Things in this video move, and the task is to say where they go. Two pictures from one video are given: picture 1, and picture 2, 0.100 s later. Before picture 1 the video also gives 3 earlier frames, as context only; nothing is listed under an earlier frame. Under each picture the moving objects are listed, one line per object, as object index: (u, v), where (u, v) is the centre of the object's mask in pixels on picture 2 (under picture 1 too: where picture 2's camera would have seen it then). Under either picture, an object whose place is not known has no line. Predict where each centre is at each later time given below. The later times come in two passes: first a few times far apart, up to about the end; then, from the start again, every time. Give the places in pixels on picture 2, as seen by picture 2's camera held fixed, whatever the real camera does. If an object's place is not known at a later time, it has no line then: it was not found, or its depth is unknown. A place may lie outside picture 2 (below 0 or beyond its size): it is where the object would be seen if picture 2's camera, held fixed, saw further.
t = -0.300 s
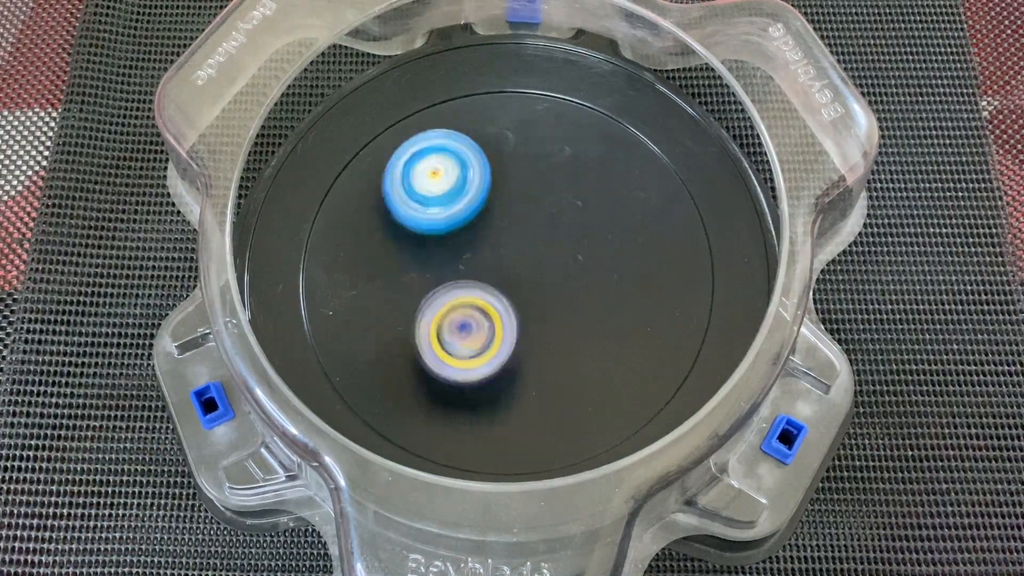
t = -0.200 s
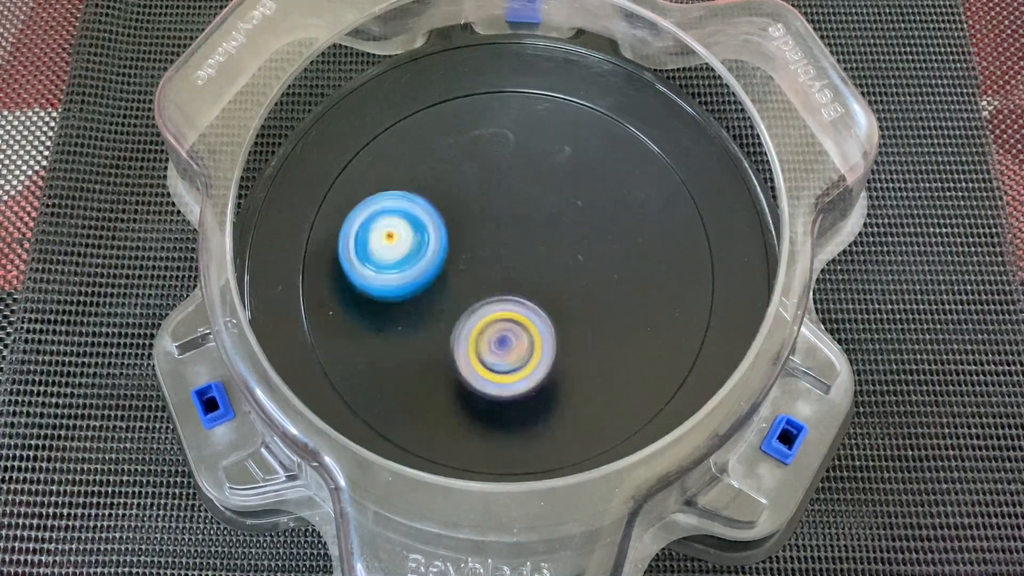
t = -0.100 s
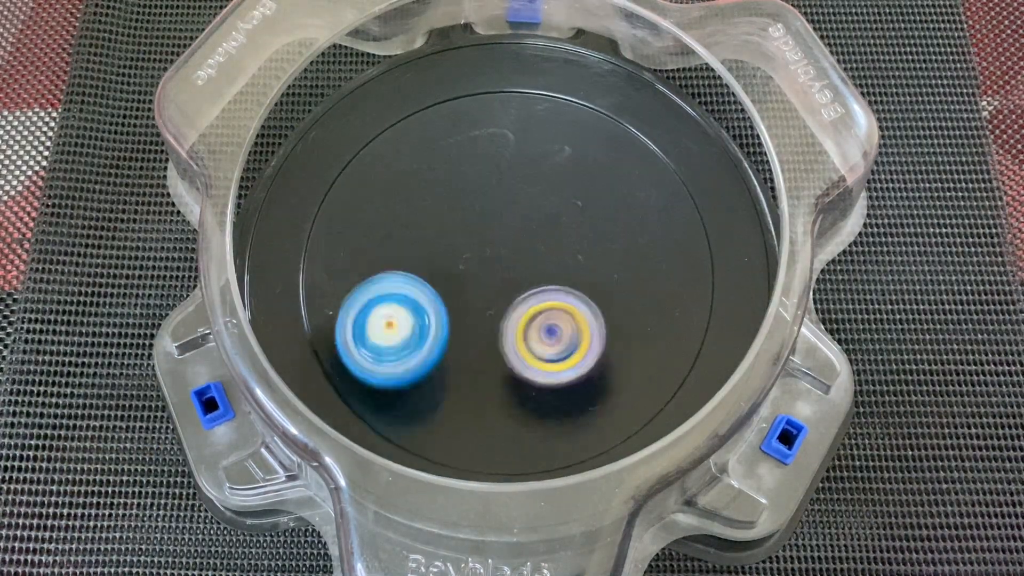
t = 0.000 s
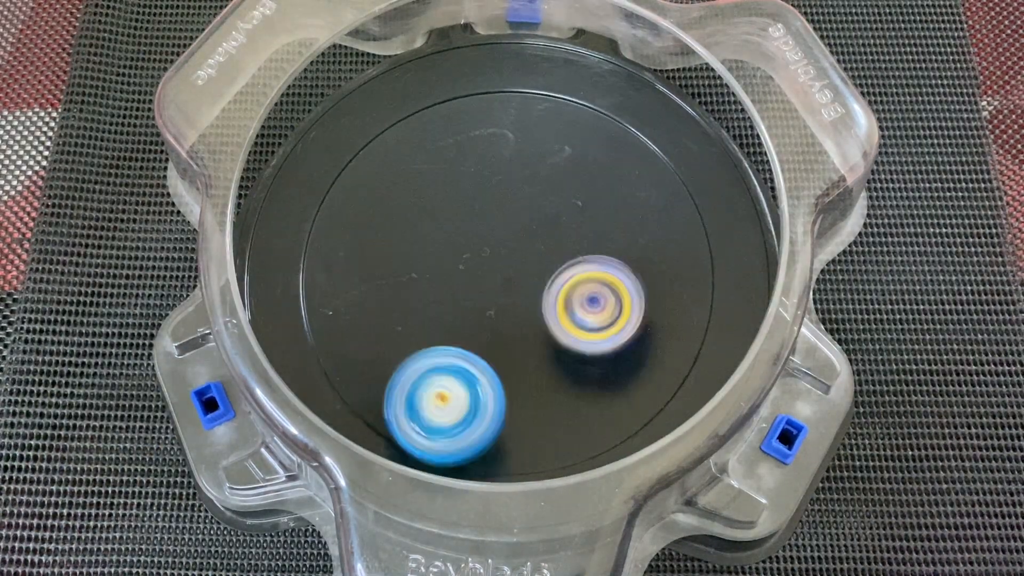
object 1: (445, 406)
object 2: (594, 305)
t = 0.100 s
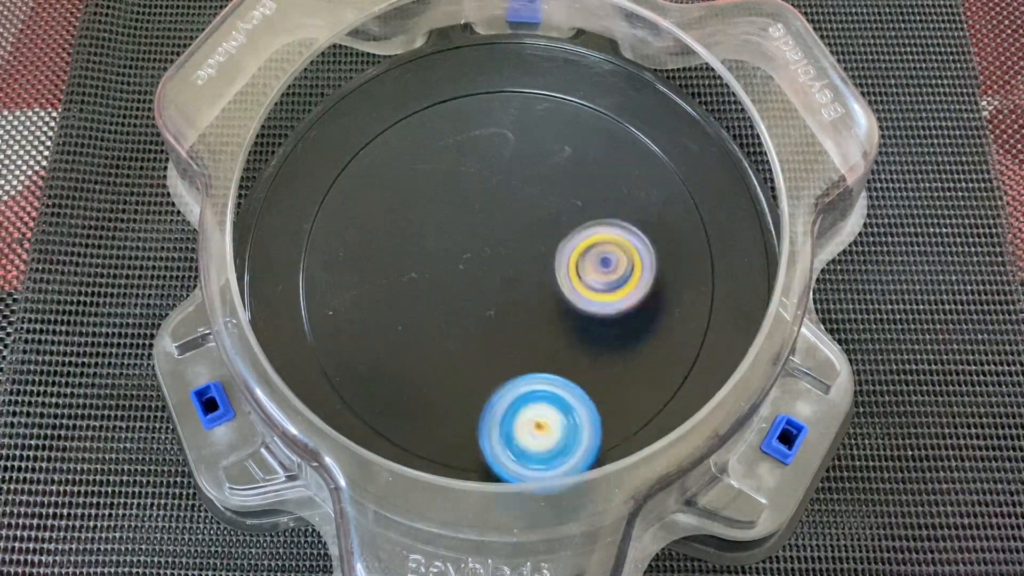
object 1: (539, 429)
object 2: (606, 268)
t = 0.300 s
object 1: (688, 320)
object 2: (550, 217)
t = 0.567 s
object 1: (536, 128)
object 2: (456, 263)
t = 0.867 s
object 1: (314, 318)
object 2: (503, 337)
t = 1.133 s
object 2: (563, 289)
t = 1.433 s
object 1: (677, 322)
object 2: (405, 58)
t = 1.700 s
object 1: (528, 231)
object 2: (320, 350)
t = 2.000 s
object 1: (402, 313)
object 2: (715, 333)
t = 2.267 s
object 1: (528, 354)
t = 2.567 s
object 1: (533, 249)
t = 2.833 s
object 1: (417, 234)
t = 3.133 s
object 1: (460, 319)
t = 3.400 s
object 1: (502, 253)
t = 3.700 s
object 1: (439, 219)
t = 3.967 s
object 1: (485, 281)
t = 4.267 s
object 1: (520, 264)
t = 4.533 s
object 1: (466, 309)
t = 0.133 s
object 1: (573, 424)
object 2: (603, 257)
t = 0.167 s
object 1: (605, 413)
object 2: (596, 245)
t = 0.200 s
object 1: (634, 397)
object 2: (588, 234)
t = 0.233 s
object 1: (658, 377)
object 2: (575, 225)
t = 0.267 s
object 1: (677, 350)
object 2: (564, 220)
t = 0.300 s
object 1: (688, 320)
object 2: (550, 217)
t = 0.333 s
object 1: (692, 290)
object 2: (535, 216)
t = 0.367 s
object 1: (689, 257)
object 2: (517, 216)
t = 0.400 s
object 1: (677, 225)
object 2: (500, 220)
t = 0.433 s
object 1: (659, 197)
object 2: (486, 227)
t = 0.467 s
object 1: (635, 173)
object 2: (474, 235)
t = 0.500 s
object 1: (605, 152)
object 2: (465, 246)
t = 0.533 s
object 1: (572, 138)
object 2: (459, 256)
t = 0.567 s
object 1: (536, 128)
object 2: (456, 263)
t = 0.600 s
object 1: (498, 122)
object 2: (455, 272)
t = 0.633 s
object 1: (459, 124)
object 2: (458, 282)
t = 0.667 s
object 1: (421, 132)
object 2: (461, 292)
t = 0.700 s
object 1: (385, 145)
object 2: (466, 299)
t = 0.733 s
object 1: (351, 165)
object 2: (471, 308)
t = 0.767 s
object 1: (320, 191)
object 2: (477, 317)
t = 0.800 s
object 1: (308, 226)
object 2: (484, 327)
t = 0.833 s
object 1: (308, 270)
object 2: (494, 334)
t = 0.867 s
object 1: (314, 318)
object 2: (503, 337)
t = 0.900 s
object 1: (332, 359)
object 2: (511, 337)
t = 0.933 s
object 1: (364, 395)
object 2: (518, 335)
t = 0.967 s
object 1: (397, 437)
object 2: (526, 332)
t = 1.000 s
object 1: (438, 467)
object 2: (535, 328)
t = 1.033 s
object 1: (483, 489)
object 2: (544, 322)
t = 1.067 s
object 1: (528, 504)
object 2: (553, 314)
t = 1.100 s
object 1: (571, 504)
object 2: (560, 302)
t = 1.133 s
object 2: (563, 289)
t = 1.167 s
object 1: (600, 432)
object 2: (564, 276)
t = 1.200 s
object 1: (608, 396)
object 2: (561, 262)
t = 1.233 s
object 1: (612, 358)
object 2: (555, 250)
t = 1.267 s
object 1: (616, 327)
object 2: (546, 234)
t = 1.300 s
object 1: (640, 333)
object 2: (515, 181)
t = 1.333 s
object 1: (658, 336)
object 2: (487, 135)
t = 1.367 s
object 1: (669, 334)
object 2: (459, 89)
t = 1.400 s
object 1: (675, 330)
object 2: (427, 46)
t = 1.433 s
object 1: (677, 322)
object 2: (405, 58)
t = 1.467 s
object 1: (671, 309)
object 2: (387, 86)
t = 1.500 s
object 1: (661, 295)
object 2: (371, 126)
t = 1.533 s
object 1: (647, 281)
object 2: (355, 156)
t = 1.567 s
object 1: (628, 264)
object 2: (338, 184)
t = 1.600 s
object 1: (606, 250)
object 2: (324, 223)
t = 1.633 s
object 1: (581, 240)
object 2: (315, 269)
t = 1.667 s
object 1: (555, 233)
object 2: (313, 307)
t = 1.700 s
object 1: (528, 231)
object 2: (320, 350)
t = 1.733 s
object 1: (503, 232)
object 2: (332, 392)
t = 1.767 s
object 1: (478, 236)
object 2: (363, 428)
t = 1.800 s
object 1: (455, 243)
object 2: (409, 446)
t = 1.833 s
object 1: (437, 252)
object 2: (466, 457)
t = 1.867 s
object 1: (422, 262)
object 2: (528, 457)
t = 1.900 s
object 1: (411, 273)
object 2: (587, 446)
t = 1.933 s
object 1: (404, 286)
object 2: (645, 425)
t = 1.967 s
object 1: (400, 299)
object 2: (694, 387)
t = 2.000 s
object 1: (402, 313)
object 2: (715, 333)
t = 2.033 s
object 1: (409, 325)
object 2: (733, 280)
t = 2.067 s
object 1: (419, 338)
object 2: (735, 224)
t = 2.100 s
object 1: (434, 347)
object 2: (727, 165)
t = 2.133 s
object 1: (452, 354)
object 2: (714, 108)
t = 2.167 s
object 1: (471, 361)
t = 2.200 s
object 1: (491, 365)
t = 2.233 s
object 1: (509, 360)
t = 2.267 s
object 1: (528, 354)
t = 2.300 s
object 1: (542, 346)
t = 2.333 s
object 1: (553, 336)
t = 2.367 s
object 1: (562, 328)
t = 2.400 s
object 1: (568, 318)
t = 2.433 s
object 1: (570, 306)
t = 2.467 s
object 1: (567, 292)
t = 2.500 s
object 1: (559, 278)
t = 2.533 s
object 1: (548, 263)
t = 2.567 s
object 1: (533, 249)
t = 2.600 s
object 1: (515, 237)
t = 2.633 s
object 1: (496, 229)
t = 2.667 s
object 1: (476, 222)
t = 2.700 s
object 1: (458, 219)
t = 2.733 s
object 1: (443, 218)
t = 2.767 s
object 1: (431, 220)
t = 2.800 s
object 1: (422, 225)
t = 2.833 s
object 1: (417, 234)
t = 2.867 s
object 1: (417, 244)
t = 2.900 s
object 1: (420, 255)
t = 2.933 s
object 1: (425, 266)
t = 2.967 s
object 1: (430, 277)
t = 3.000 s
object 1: (435, 289)
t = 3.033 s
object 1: (441, 299)
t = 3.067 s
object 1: (447, 309)
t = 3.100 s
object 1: (453, 315)
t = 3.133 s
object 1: (460, 319)
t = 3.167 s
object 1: (467, 319)
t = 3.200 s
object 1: (474, 315)
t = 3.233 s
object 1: (480, 310)
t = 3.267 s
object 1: (486, 302)
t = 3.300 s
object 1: (491, 292)
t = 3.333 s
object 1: (496, 279)
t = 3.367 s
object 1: (500, 265)
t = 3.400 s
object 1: (502, 253)
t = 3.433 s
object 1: (501, 242)
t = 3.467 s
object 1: (497, 231)
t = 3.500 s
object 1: (491, 223)
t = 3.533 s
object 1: (483, 216)
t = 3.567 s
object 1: (474, 211)
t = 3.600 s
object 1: (464, 209)
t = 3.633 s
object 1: (455, 210)
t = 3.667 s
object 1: (446, 213)
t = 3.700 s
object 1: (439, 219)
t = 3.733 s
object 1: (433, 228)
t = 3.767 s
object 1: (429, 239)
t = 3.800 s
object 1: (430, 250)
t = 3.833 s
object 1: (433, 260)
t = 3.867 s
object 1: (442, 268)
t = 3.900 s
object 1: (453, 274)
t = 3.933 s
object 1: (468, 279)
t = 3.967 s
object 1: (485, 281)
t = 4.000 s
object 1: (503, 280)
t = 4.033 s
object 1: (520, 276)
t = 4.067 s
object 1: (536, 269)
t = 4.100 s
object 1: (549, 259)
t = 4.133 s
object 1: (559, 248)
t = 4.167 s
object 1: (565, 238)
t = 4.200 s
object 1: (565, 236)
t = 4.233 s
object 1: (542, 251)
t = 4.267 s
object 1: (520, 264)
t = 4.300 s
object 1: (501, 275)
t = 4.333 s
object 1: (484, 283)
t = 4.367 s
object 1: (471, 291)
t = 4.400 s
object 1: (463, 296)
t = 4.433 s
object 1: (458, 300)
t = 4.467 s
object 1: (457, 303)
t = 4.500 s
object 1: (460, 305)
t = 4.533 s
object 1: (466, 309)
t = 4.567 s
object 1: (477, 312)
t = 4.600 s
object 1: (432, 321)
